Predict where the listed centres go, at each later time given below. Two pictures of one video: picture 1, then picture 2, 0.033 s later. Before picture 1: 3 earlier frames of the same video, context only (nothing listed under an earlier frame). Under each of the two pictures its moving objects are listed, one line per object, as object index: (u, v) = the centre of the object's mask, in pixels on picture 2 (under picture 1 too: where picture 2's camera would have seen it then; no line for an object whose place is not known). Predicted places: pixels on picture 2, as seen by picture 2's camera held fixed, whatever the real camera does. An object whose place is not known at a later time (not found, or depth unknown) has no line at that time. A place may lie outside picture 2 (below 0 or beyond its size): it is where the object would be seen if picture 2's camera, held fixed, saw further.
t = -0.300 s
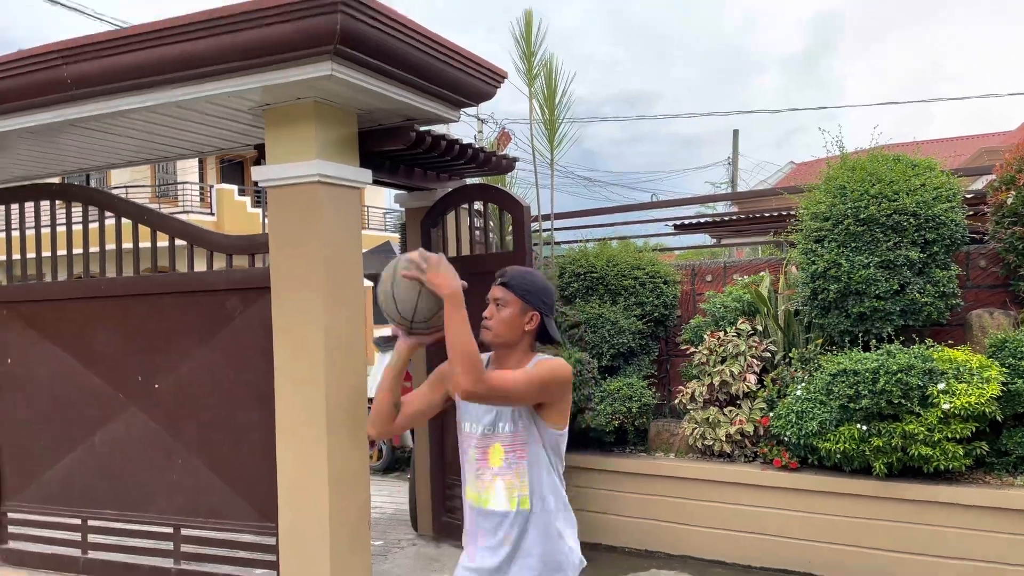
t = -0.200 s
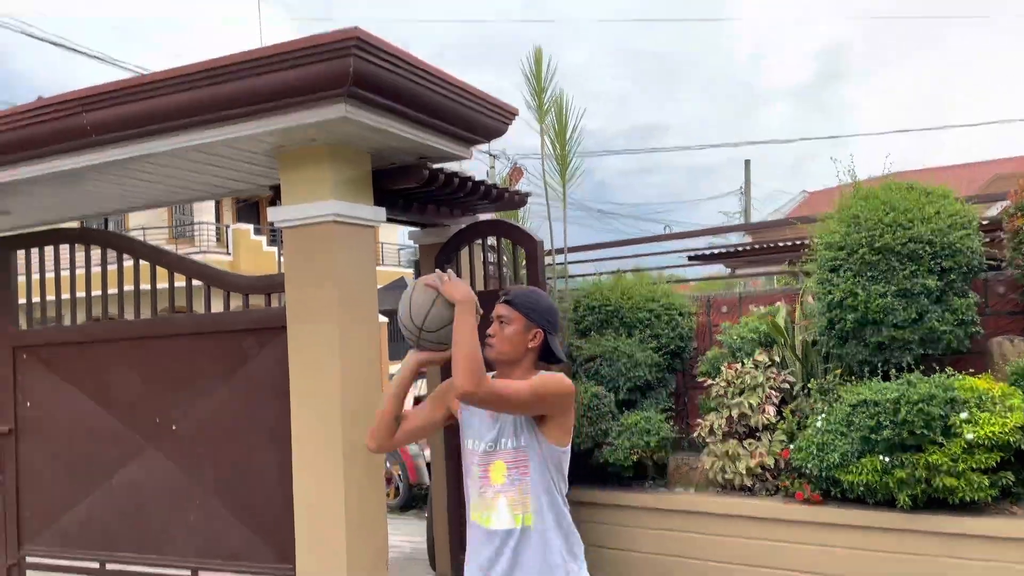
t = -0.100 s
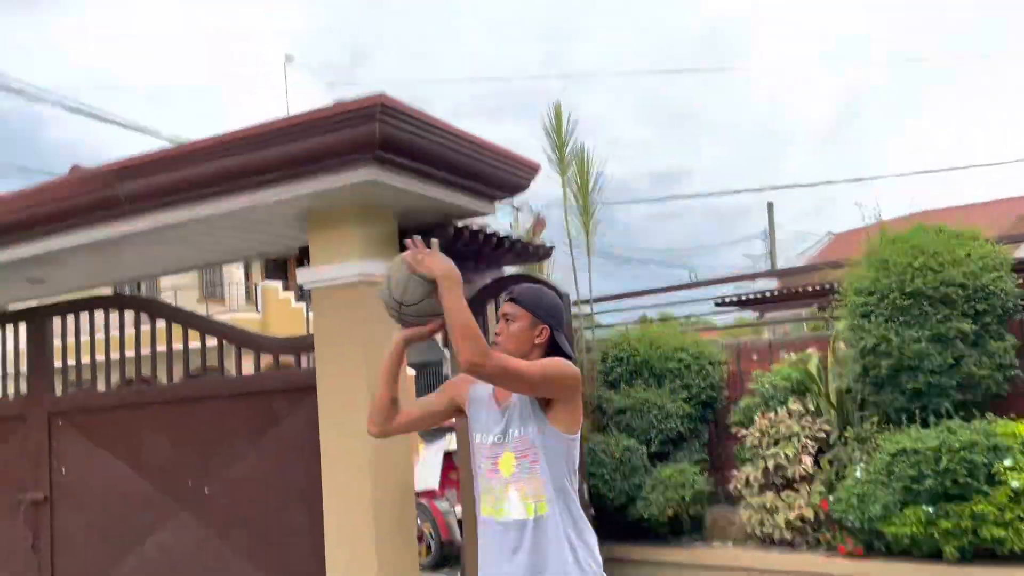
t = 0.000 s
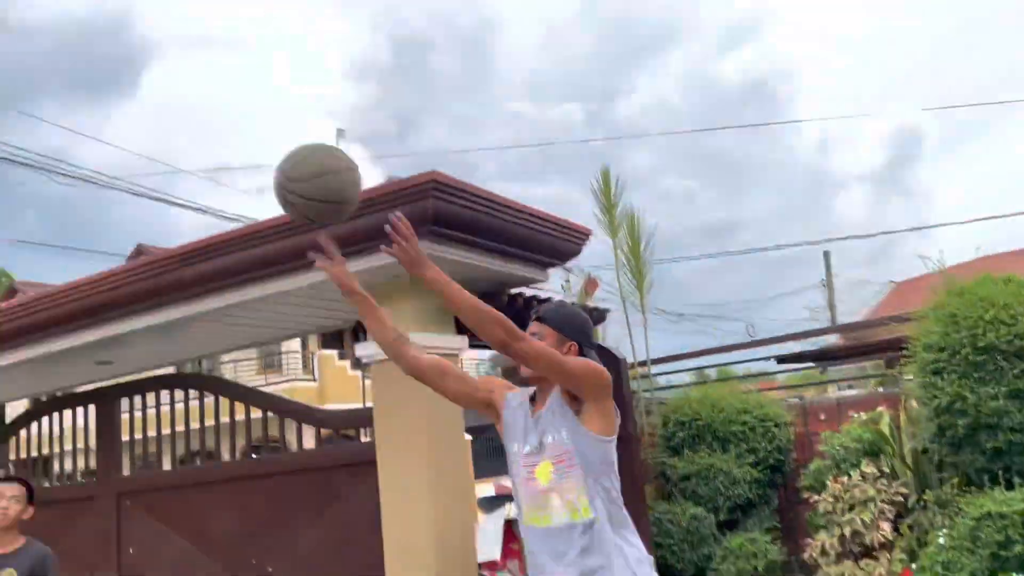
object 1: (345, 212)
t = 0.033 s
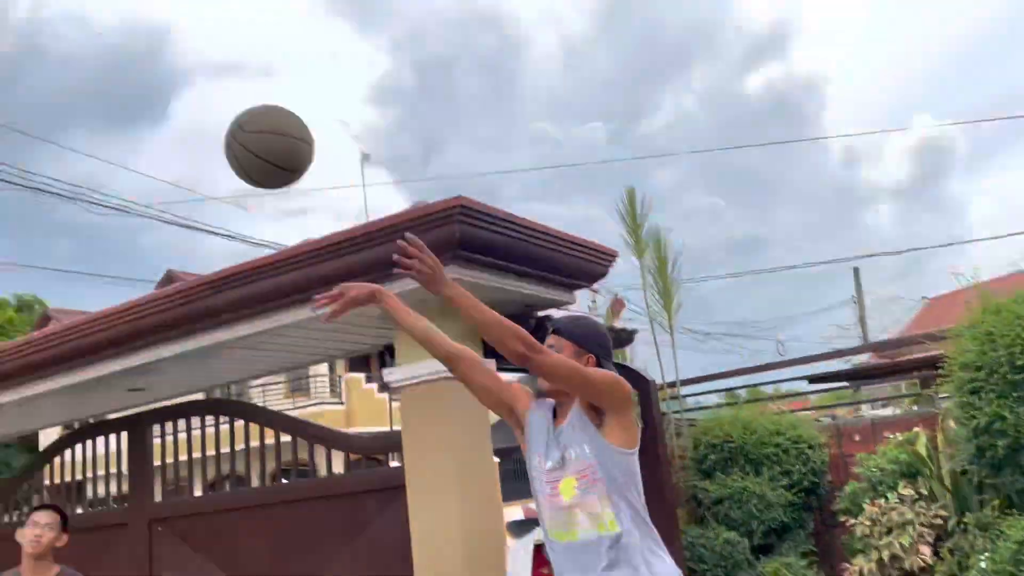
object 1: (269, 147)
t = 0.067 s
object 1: (192, 85)
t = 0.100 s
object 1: (114, 27)
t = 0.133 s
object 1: (35, -29)
